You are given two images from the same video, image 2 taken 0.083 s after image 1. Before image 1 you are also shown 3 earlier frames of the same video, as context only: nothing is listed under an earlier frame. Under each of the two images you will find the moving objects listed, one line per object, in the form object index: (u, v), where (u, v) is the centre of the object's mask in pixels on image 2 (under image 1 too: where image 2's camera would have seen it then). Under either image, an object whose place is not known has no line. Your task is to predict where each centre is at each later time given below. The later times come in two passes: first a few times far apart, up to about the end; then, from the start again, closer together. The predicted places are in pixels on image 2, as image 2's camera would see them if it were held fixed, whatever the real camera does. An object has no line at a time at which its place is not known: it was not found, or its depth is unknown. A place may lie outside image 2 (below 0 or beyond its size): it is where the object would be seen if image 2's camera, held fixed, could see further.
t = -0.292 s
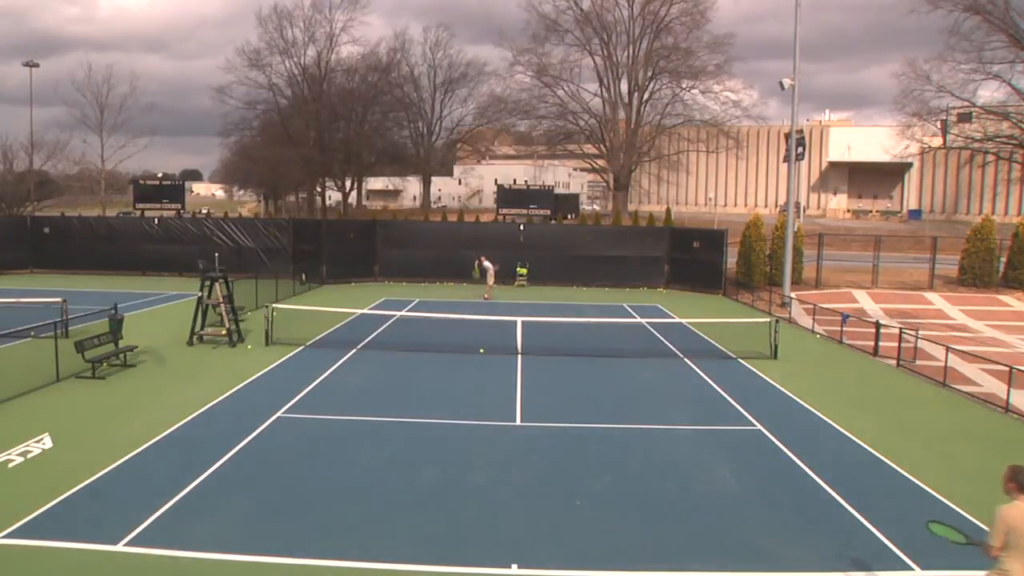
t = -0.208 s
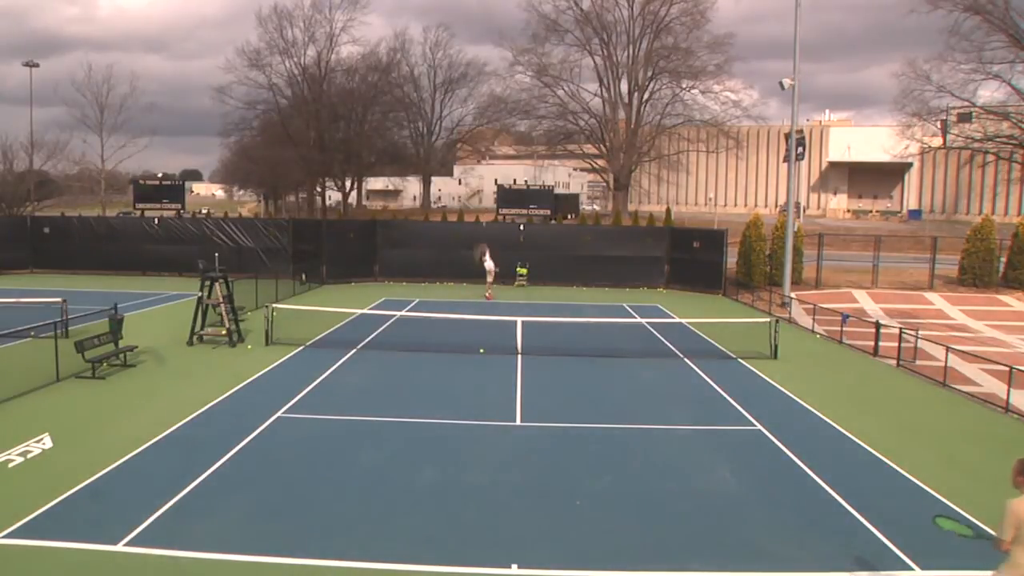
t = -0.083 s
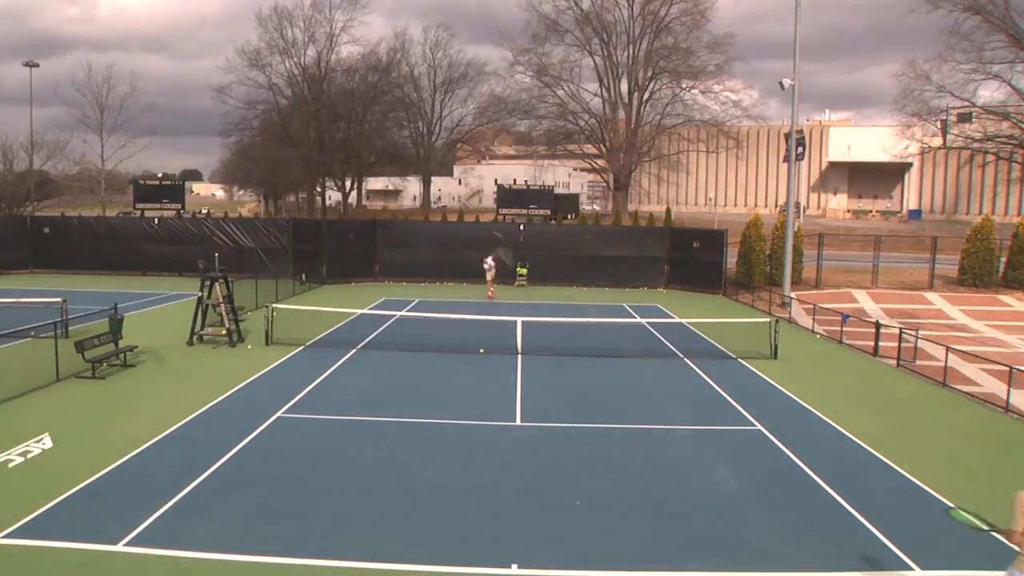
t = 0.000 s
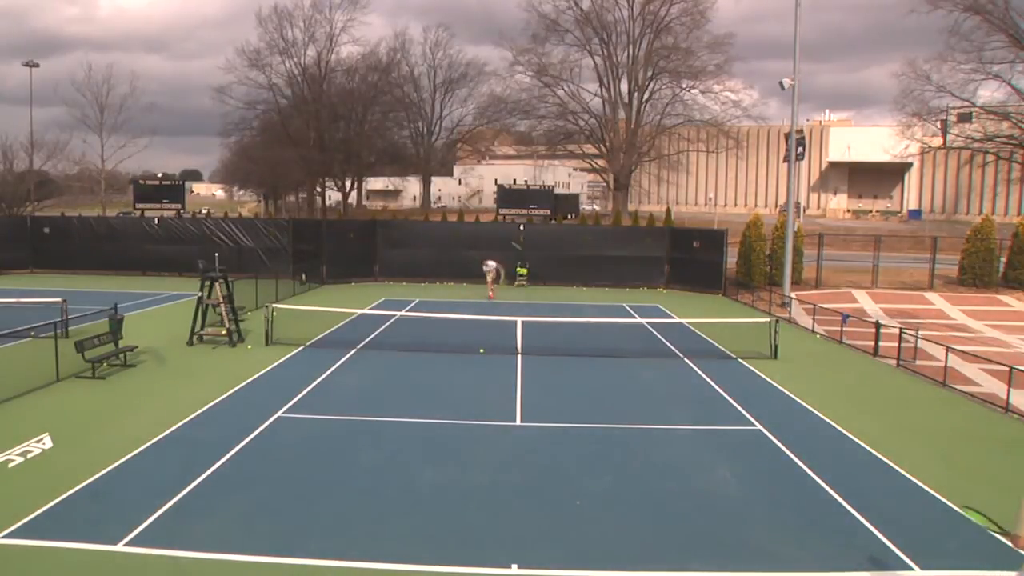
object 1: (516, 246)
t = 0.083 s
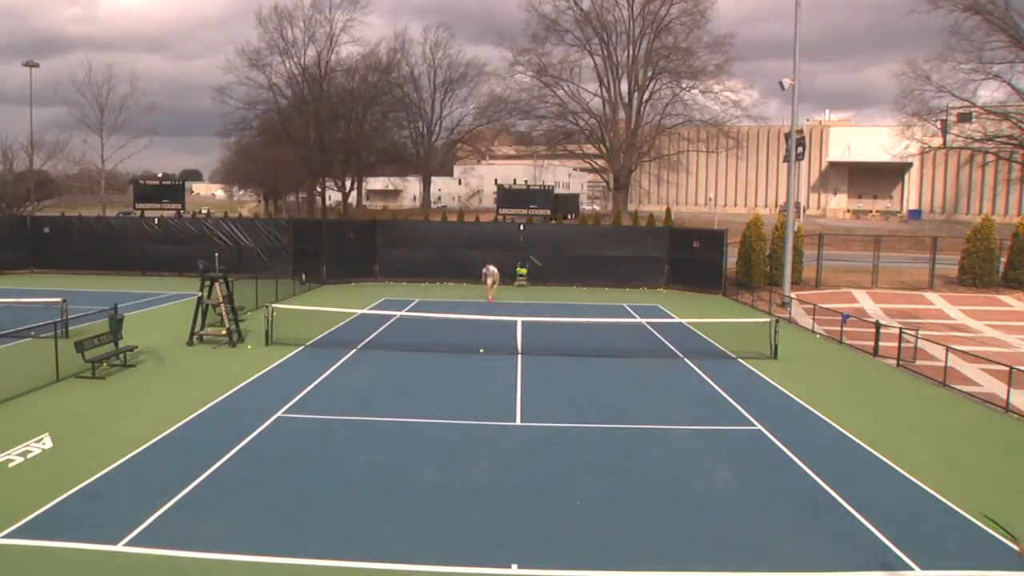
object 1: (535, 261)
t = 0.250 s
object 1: (582, 310)
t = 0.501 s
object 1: (676, 409)
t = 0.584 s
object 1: (713, 403)
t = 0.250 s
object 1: (582, 310)
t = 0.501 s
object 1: (676, 409)
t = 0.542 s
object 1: (694, 405)
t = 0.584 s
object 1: (713, 403)
